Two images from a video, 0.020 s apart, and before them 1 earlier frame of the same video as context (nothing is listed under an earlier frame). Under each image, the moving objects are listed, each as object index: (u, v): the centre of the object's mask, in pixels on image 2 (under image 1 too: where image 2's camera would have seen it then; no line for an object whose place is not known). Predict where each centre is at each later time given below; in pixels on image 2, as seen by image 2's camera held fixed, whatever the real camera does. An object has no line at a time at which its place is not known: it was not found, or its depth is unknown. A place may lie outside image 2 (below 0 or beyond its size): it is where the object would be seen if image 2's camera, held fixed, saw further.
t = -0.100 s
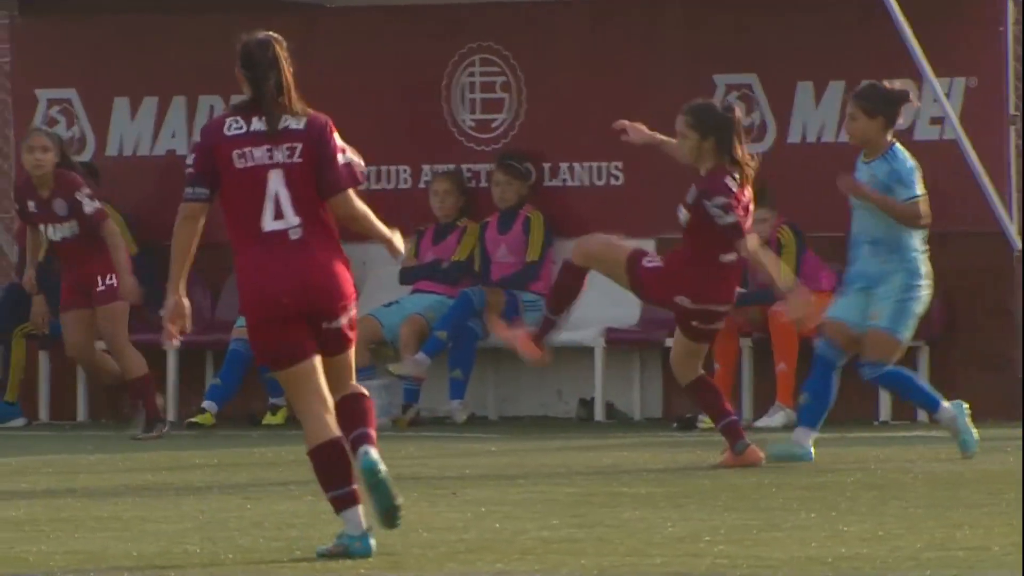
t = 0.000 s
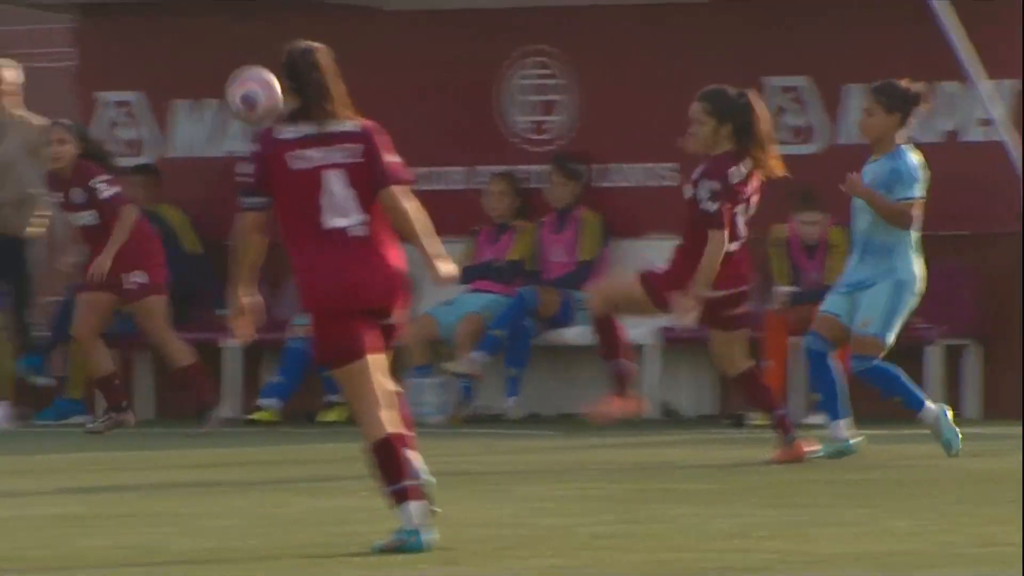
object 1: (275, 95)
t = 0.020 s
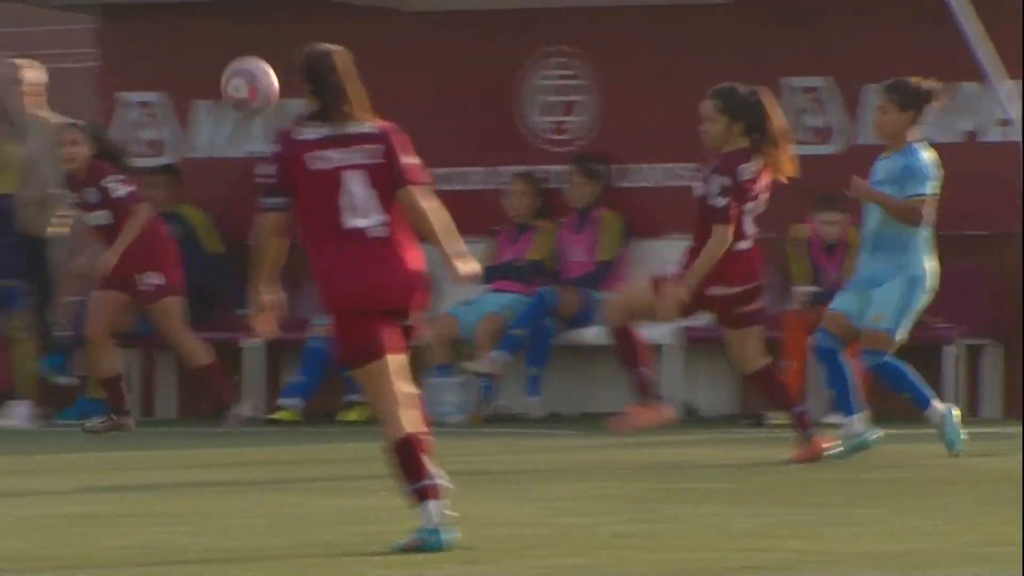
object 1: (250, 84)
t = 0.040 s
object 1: (223, 76)
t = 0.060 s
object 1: (198, 67)
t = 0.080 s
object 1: (173, 61)
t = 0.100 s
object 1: (147, 54)
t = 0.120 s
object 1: (121, 48)
